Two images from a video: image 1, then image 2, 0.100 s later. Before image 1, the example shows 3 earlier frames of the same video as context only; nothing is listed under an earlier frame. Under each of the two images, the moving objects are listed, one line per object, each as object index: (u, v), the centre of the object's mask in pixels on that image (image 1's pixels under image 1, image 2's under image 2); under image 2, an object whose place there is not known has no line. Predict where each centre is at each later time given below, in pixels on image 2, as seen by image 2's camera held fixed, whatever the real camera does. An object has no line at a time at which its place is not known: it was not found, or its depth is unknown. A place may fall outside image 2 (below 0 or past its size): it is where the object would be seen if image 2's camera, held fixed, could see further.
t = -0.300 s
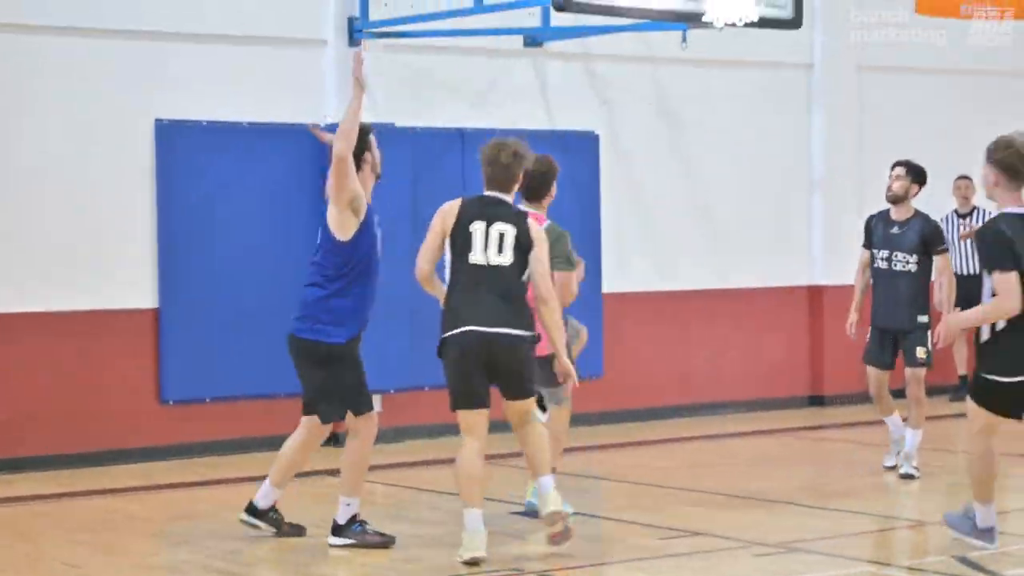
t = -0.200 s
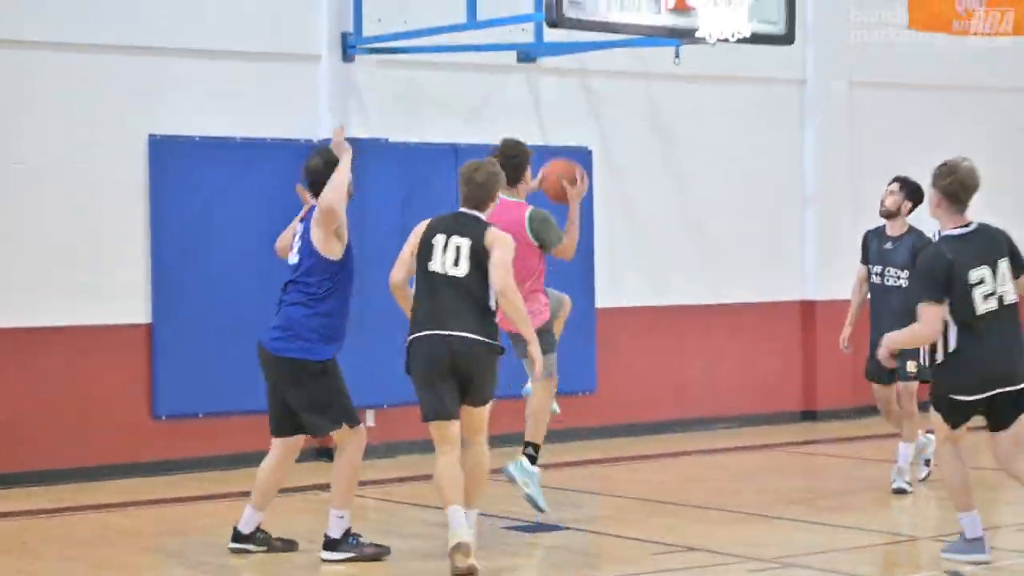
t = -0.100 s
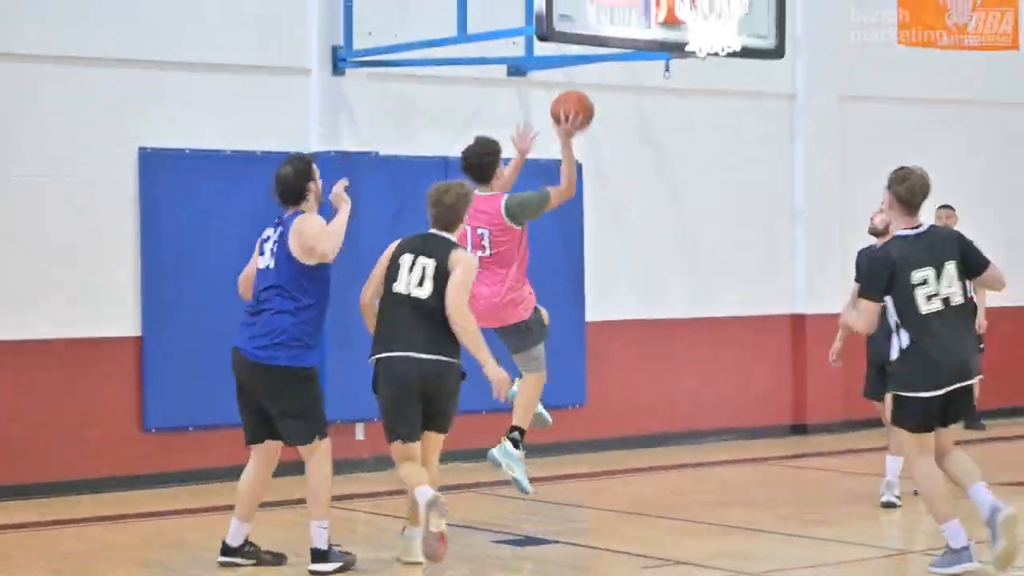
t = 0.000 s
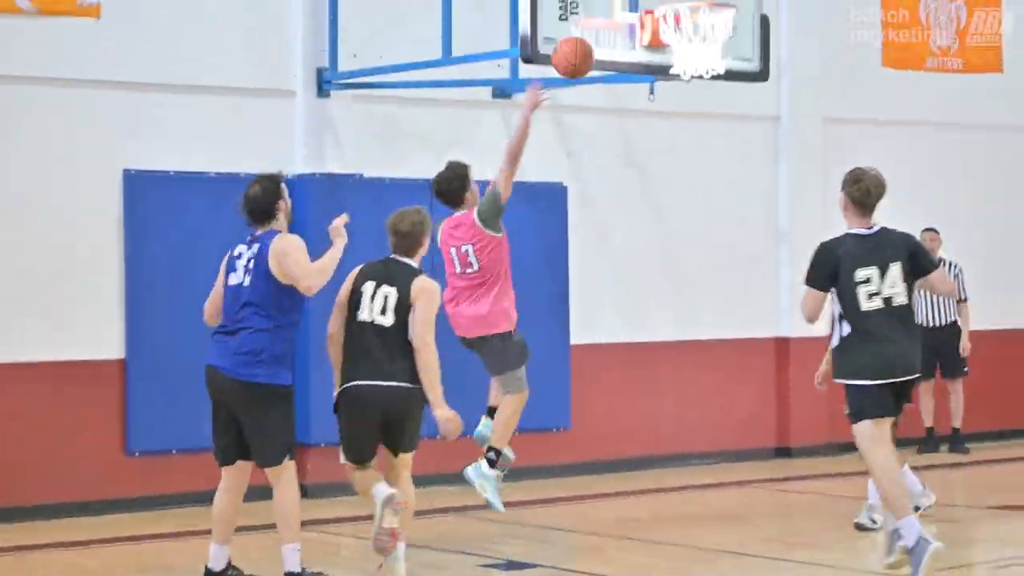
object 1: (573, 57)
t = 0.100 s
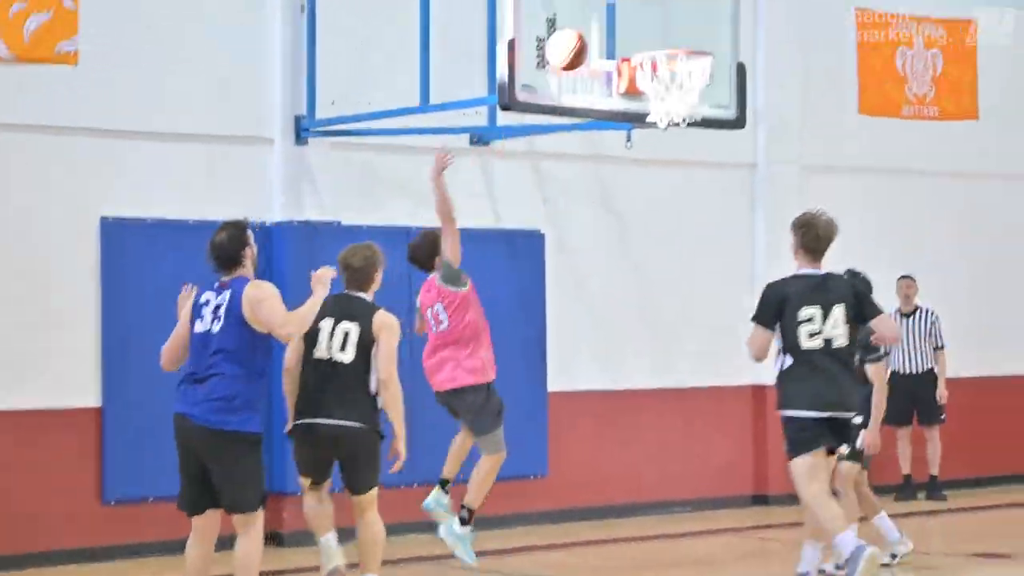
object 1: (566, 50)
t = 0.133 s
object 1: (571, 35)
